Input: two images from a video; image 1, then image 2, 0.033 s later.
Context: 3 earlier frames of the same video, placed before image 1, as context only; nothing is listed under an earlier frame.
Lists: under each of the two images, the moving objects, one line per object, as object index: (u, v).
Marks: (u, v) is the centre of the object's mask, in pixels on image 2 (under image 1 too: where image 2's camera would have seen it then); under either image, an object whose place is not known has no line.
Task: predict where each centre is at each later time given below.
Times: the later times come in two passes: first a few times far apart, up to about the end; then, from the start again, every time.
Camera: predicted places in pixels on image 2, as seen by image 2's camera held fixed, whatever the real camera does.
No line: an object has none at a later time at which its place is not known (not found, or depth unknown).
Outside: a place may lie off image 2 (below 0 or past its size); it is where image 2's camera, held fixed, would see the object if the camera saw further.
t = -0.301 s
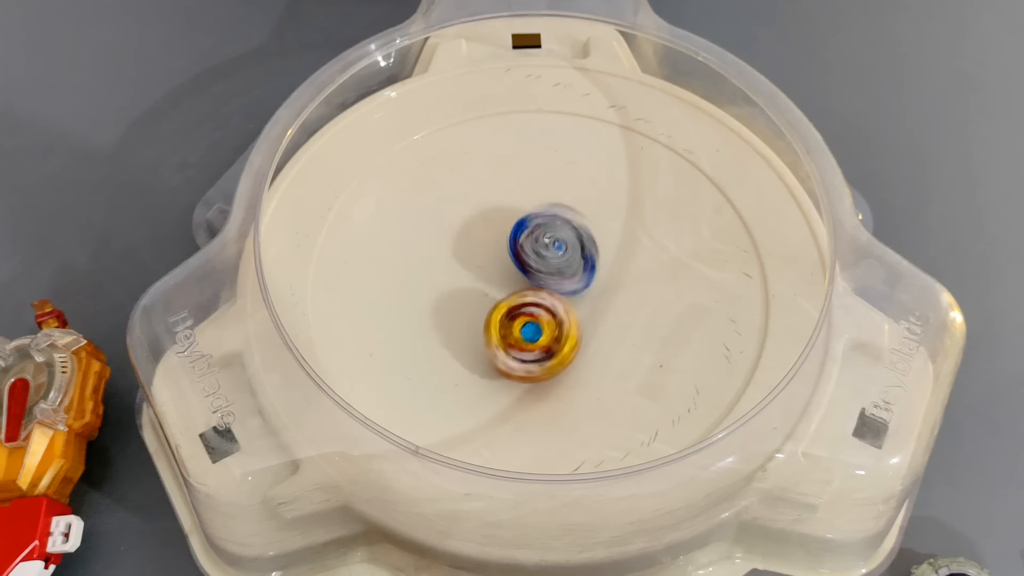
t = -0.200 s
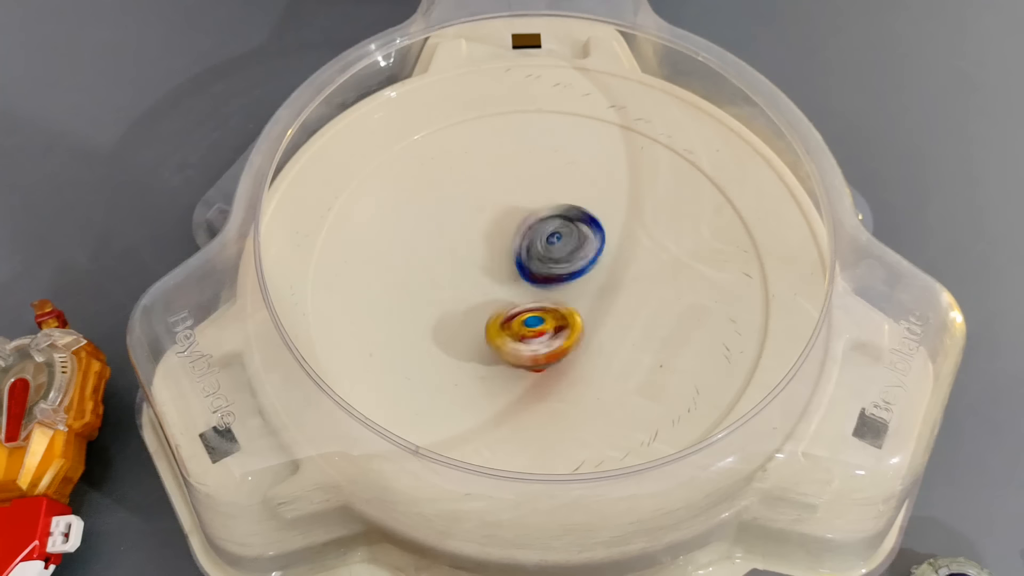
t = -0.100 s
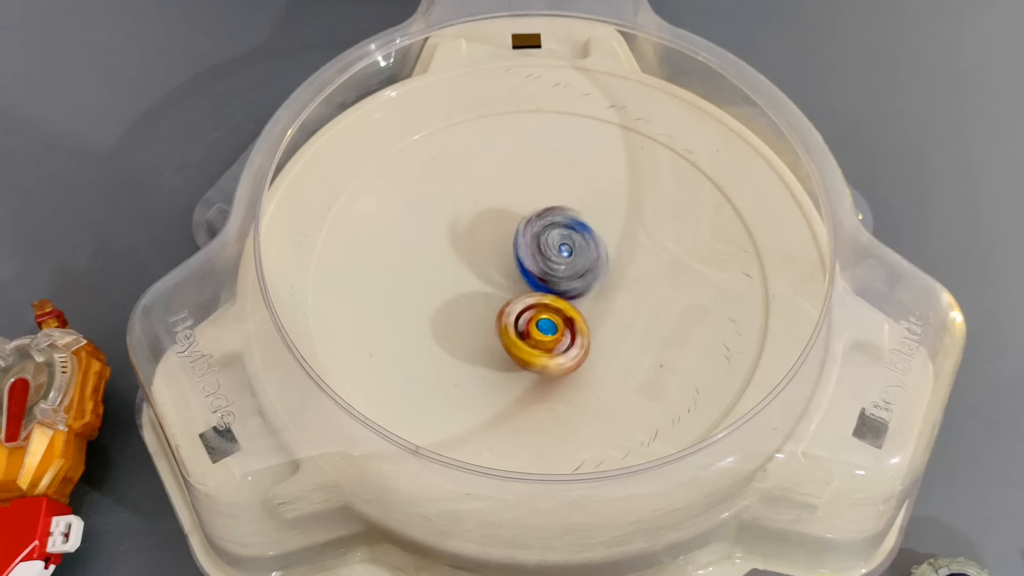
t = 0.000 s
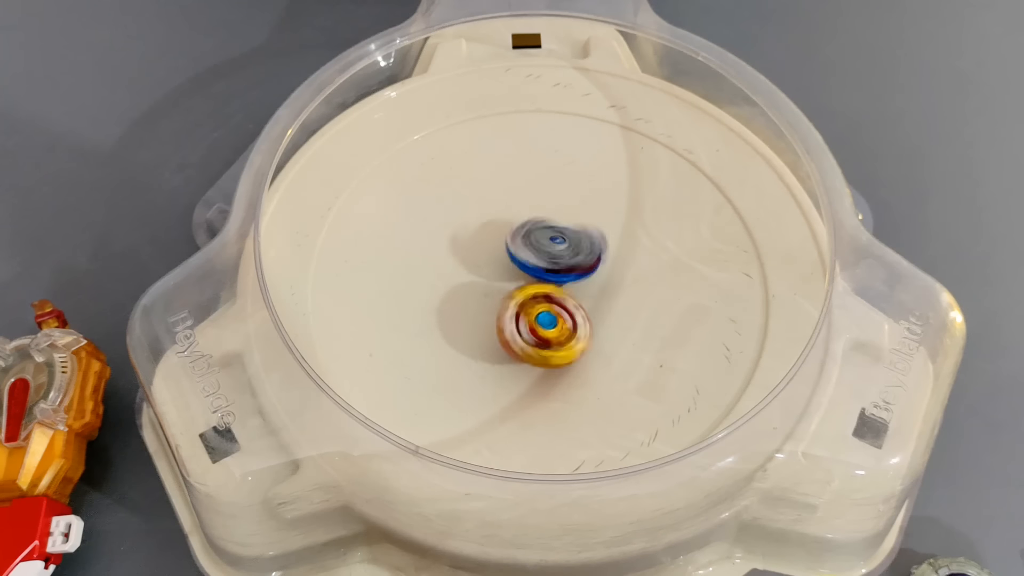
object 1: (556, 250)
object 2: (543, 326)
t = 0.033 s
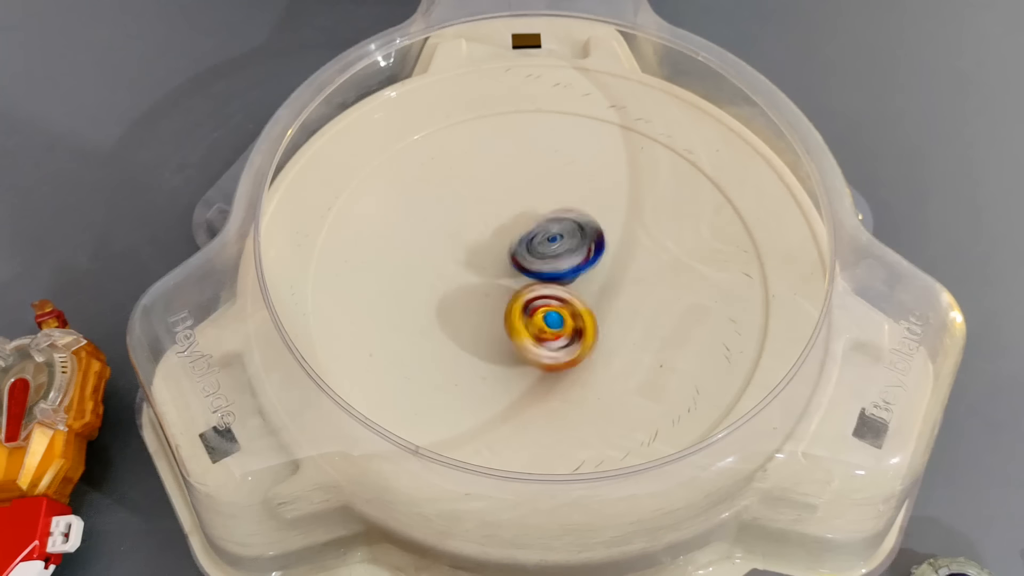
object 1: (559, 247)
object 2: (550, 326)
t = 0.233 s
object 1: (556, 228)
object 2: (570, 317)
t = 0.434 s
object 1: (554, 236)
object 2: (575, 321)
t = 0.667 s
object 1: (536, 245)
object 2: (575, 312)
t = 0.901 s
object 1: (502, 275)
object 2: (597, 302)
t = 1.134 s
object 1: (511, 268)
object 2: (601, 305)
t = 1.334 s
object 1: (506, 273)
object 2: (599, 291)
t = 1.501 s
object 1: (502, 269)
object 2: (595, 292)
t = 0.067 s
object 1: (556, 242)
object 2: (553, 328)
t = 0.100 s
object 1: (557, 240)
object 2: (552, 328)
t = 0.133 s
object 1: (558, 234)
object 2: (555, 323)
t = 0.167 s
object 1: (557, 232)
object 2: (559, 319)
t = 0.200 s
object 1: (557, 230)
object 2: (566, 317)
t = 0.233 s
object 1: (556, 228)
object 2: (570, 317)
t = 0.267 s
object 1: (555, 232)
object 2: (575, 320)
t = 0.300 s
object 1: (555, 234)
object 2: (576, 321)
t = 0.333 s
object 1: (552, 235)
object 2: (576, 319)
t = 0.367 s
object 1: (553, 240)
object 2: (578, 316)
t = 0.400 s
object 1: (555, 239)
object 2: (577, 320)
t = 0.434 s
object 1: (554, 236)
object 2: (575, 321)
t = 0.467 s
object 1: (548, 237)
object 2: (572, 322)
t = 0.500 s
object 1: (545, 241)
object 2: (576, 321)
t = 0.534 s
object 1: (544, 242)
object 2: (576, 322)
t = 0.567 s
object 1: (543, 245)
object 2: (579, 319)
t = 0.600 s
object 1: (543, 245)
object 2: (578, 318)
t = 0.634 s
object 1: (541, 245)
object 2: (578, 315)
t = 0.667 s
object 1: (536, 245)
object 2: (575, 312)
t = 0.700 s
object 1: (529, 249)
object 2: (578, 309)
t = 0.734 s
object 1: (523, 254)
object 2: (579, 306)
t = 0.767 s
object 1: (519, 262)
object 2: (584, 303)
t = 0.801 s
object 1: (514, 268)
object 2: (586, 302)
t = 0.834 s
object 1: (509, 273)
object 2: (591, 302)
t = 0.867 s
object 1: (505, 275)
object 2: (592, 302)
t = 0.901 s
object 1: (502, 275)
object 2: (597, 302)
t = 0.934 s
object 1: (501, 274)
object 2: (599, 305)
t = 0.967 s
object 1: (502, 273)
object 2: (600, 305)
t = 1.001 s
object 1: (505, 274)
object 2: (599, 307)
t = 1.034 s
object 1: (508, 273)
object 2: (600, 305)
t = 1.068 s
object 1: (509, 269)
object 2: (601, 306)
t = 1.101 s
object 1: (510, 269)
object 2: (598, 305)
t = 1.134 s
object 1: (511, 268)
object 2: (601, 305)
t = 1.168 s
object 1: (511, 268)
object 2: (598, 301)
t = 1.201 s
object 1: (511, 268)
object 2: (603, 299)
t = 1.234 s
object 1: (511, 269)
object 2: (602, 295)
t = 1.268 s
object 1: (510, 270)
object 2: (603, 292)
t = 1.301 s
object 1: (508, 270)
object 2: (601, 293)
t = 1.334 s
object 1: (506, 273)
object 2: (599, 291)
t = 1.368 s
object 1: (504, 274)
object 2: (596, 290)
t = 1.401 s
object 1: (501, 272)
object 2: (597, 290)
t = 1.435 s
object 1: (500, 271)
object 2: (595, 293)
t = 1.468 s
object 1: (501, 271)
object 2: (595, 291)
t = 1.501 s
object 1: (502, 269)
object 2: (595, 292)
